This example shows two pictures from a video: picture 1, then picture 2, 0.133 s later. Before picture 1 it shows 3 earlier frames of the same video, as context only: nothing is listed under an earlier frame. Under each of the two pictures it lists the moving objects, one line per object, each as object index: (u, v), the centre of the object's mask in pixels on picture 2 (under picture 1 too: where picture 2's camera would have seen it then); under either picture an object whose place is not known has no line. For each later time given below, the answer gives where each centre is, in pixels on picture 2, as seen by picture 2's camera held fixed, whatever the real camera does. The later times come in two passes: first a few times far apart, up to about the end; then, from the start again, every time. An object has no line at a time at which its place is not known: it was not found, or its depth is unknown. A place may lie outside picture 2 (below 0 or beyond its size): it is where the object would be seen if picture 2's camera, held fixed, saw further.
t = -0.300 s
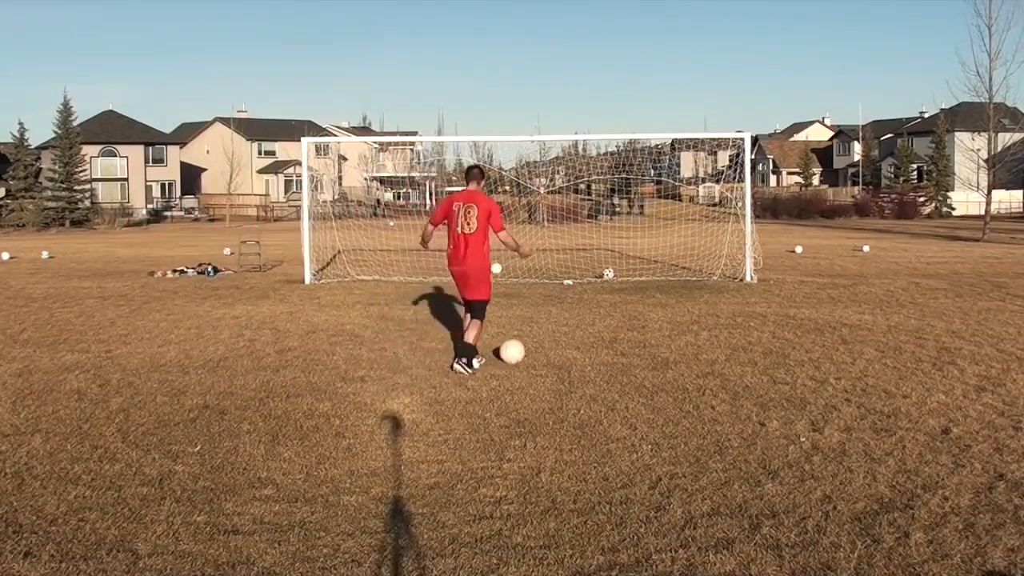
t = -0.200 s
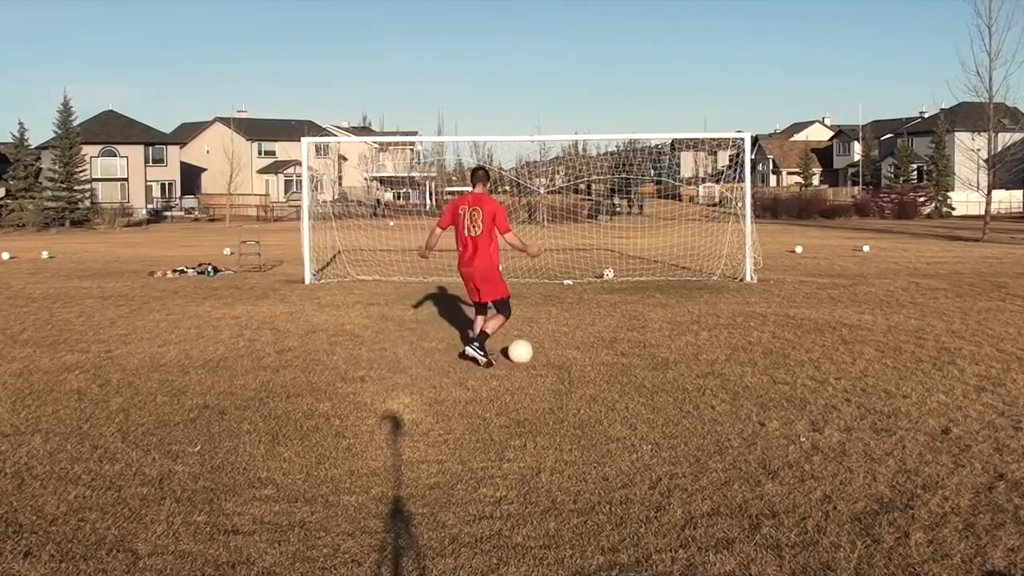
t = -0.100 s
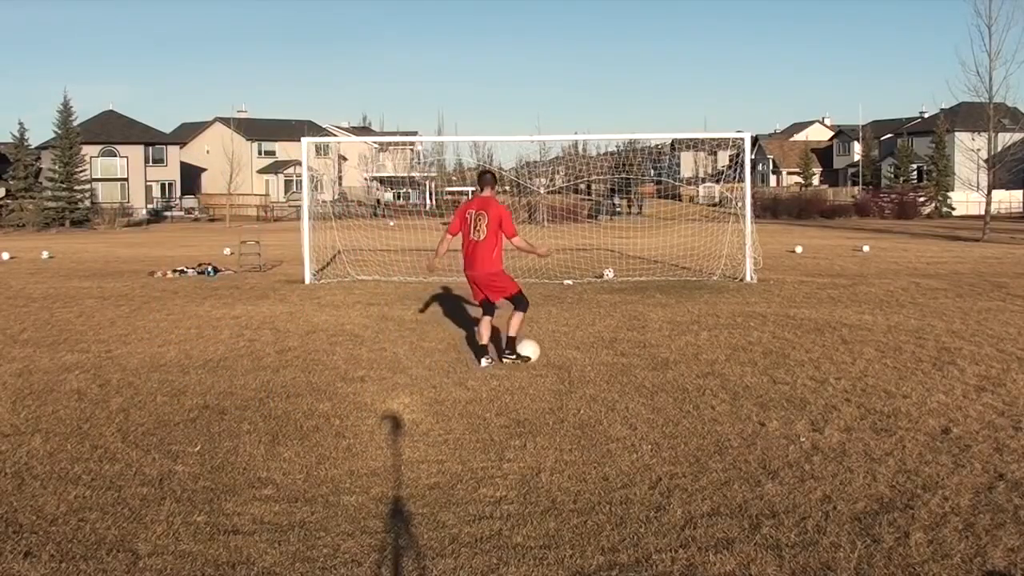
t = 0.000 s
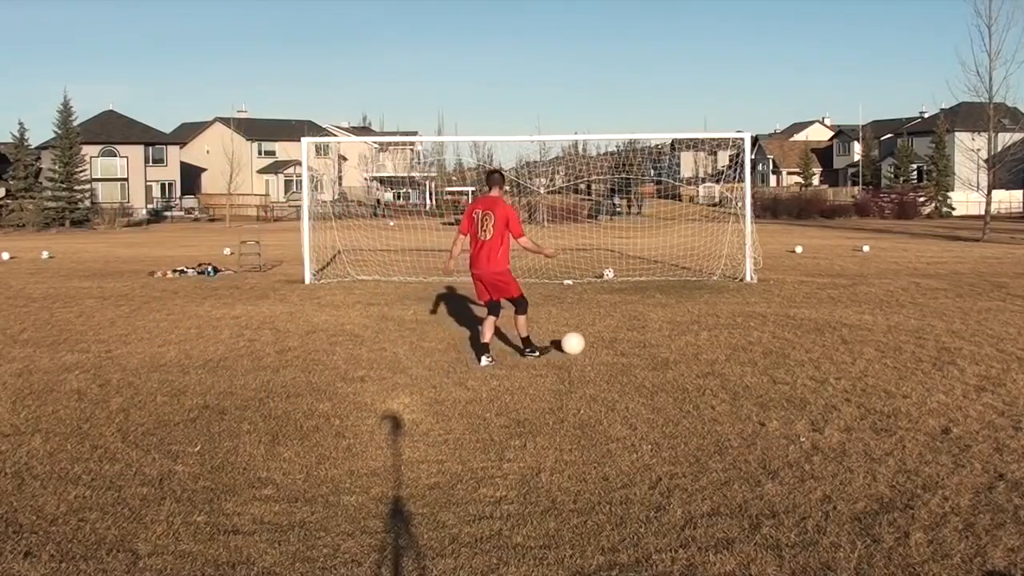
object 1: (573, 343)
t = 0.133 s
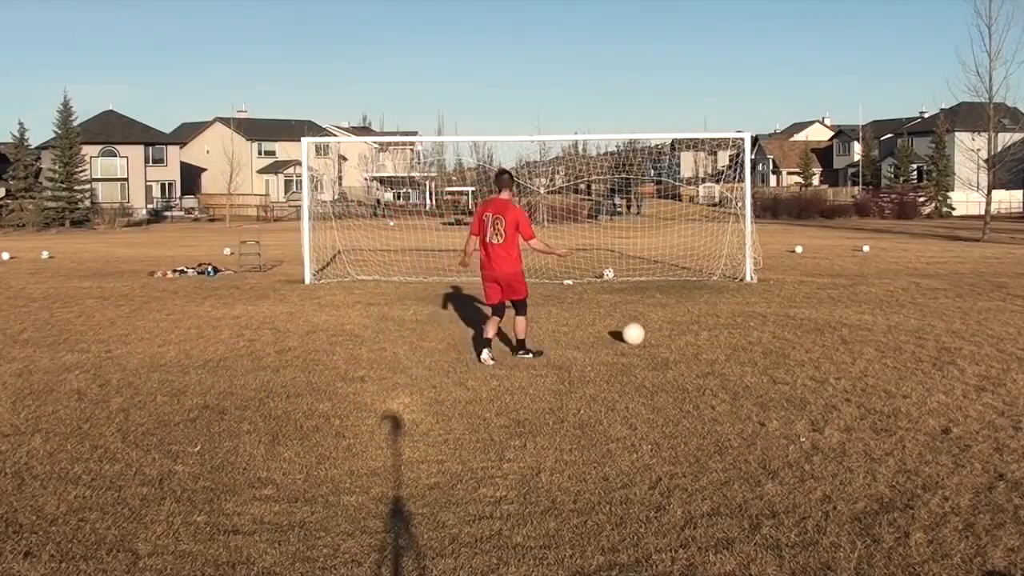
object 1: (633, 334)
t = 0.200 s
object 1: (658, 330)
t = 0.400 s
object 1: (718, 319)
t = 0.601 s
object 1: (761, 311)
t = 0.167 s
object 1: (646, 332)
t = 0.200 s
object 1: (658, 330)
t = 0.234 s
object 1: (670, 327)
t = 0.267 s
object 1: (680, 324)
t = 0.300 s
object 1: (690, 322)
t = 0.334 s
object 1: (700, 321)
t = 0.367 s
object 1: (709, 320)
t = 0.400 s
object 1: (718, 319)
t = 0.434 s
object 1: (725, 316)
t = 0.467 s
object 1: (733, 314)
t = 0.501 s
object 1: (740, 312)
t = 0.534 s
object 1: (747, 311)
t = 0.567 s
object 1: (755, 311)
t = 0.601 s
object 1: (761, 311)
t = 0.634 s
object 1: (767, 309)
